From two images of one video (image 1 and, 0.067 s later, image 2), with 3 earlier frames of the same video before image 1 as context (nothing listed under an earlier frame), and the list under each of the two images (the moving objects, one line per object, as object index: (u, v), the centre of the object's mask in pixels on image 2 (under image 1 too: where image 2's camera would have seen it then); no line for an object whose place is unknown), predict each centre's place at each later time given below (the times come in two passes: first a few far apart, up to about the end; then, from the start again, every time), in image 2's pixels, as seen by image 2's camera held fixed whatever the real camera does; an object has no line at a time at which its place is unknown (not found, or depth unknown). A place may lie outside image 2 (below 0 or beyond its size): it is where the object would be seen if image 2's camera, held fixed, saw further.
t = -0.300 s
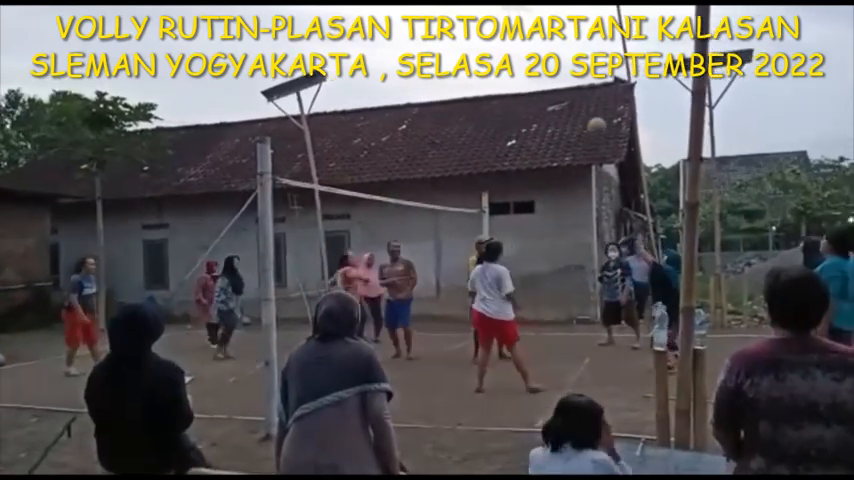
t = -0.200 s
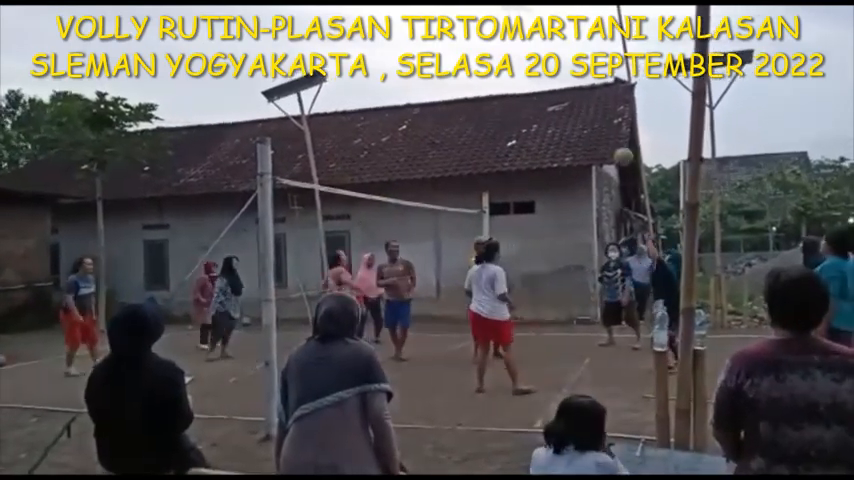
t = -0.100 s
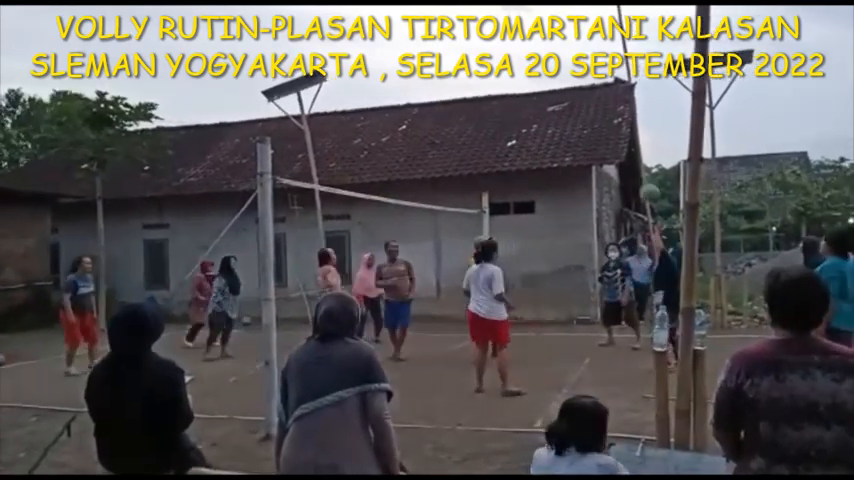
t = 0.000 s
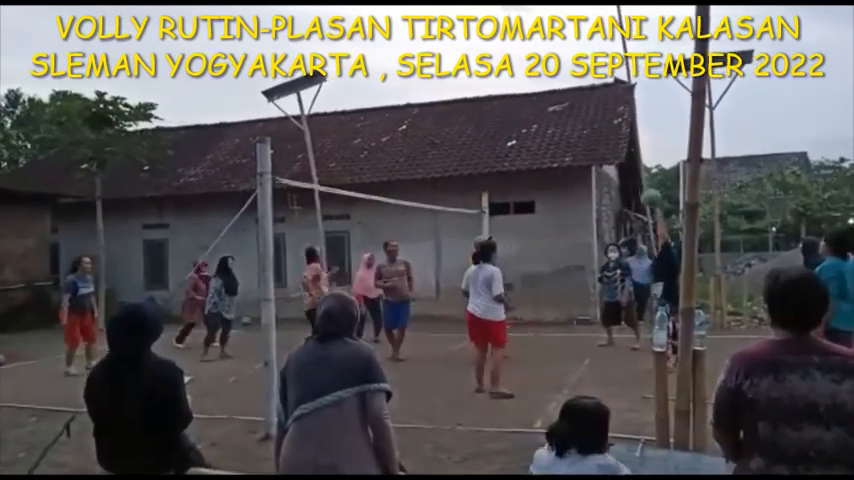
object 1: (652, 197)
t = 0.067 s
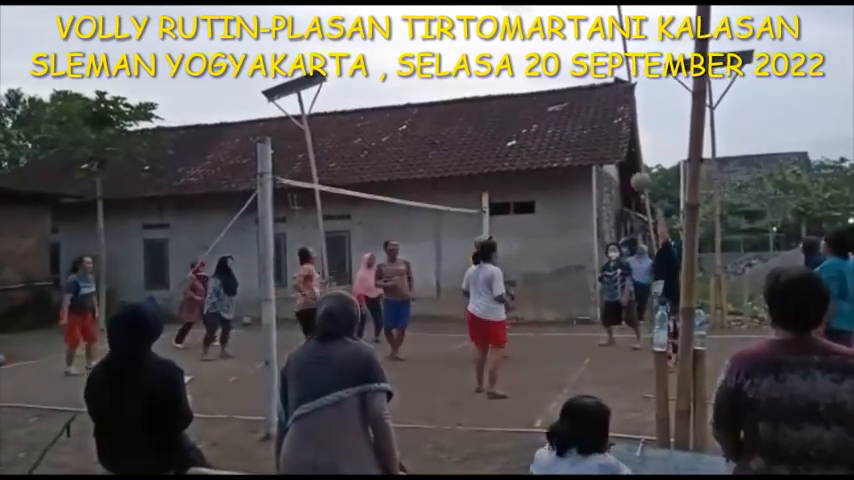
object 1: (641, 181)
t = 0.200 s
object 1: (619, 159)
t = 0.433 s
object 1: (586, 154)
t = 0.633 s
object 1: (565, 186)
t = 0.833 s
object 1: (551, 248)
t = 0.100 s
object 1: (633, 174)
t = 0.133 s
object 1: (629, 169)
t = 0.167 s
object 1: (624, 164)
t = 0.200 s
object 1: (619, 159)
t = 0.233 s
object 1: (614, 157)
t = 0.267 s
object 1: (609, 155)
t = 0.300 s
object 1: (605, 153)
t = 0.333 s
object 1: (600, 151)
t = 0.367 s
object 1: (595, 151)
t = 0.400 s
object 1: (590, 153)
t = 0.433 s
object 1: (586, 154)
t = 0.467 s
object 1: (583, 158)
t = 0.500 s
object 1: (579, 162)
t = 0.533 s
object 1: (575, 167)
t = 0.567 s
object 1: (572, 173)
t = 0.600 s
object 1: (568, 180)
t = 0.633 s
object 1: (565, 186)
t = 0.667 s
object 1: (562, 194)
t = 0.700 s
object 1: (560, 203)
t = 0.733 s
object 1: (557, 212)
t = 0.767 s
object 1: (555, 225)
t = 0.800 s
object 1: (553, 236)
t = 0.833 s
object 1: (551, 248)
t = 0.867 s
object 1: (550, 261)
